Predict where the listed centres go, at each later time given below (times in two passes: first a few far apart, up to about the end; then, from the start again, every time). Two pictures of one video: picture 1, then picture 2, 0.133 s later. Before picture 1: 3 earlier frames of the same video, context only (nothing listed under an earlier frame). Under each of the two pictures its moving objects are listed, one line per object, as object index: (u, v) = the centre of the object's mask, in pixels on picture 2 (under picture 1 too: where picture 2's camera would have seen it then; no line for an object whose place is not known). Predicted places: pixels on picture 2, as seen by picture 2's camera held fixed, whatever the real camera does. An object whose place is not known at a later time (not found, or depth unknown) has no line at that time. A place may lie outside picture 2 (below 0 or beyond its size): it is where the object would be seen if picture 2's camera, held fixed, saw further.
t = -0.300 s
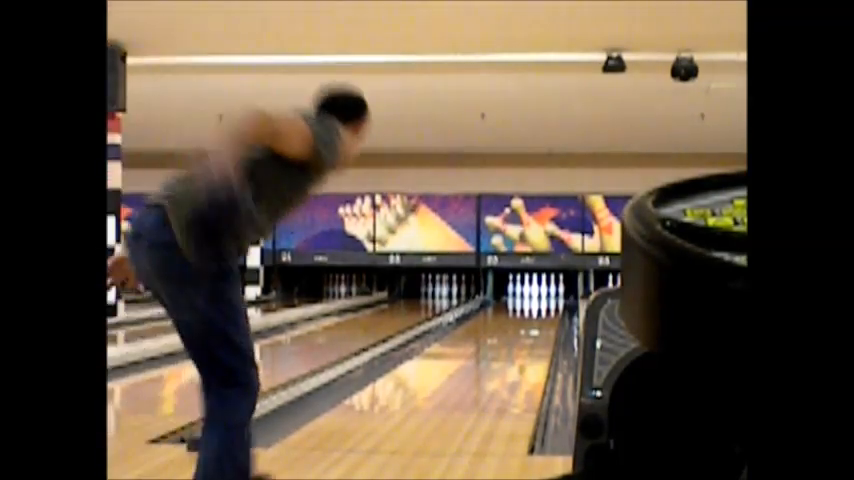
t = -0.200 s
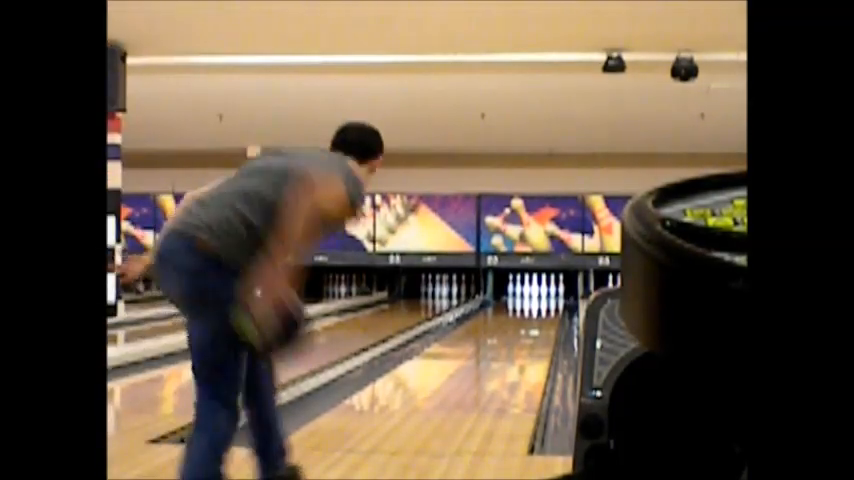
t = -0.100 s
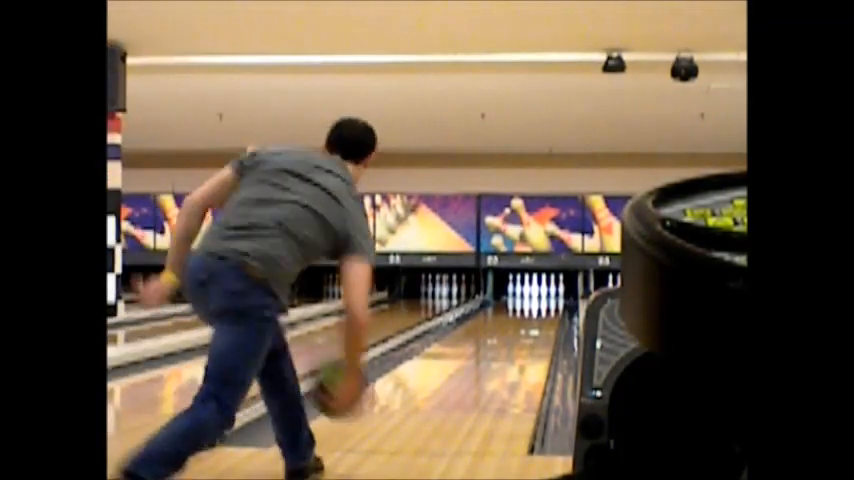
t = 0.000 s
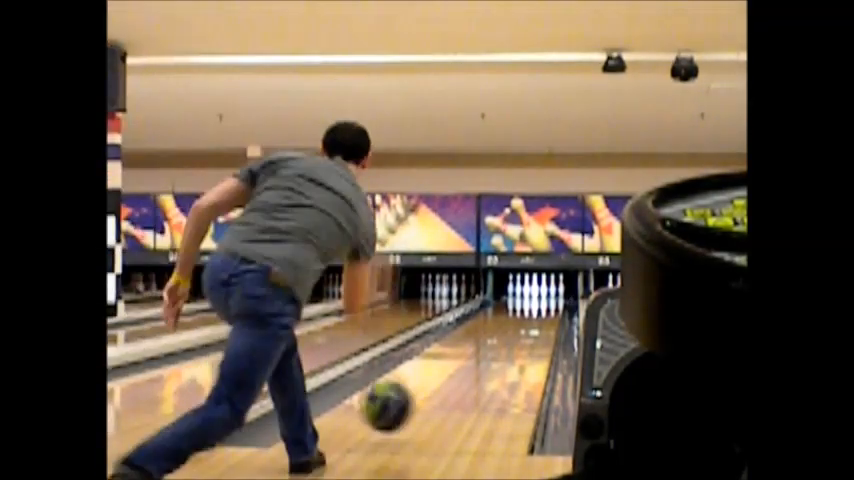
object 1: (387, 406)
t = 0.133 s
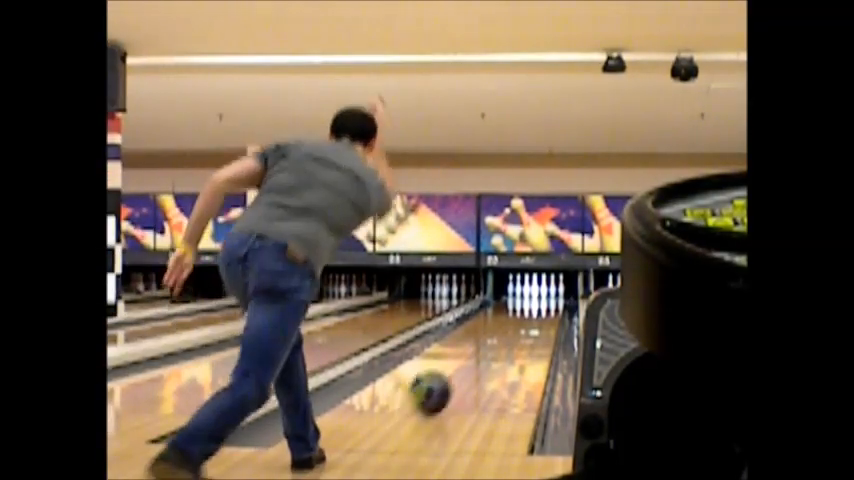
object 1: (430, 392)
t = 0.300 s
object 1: (466, 368)
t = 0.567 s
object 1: (502, 345)
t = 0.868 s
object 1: (526, 327)
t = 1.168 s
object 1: (541, 315)
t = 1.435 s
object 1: (548, 307)
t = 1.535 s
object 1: (549, 306)
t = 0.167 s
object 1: (438, 386)
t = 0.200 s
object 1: (447, 382)
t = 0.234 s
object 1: (454, 378)
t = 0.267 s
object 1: (461, 373)
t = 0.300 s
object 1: (466, 368)
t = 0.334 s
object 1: (473, 365)
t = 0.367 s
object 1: (478, 361)
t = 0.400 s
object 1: (483, 358)
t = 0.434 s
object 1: (487, 355)
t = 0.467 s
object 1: (491, 353)
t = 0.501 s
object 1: (495, 349)
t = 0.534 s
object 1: (499, 347)
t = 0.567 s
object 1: (502, 345)
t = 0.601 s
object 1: (506, 343)
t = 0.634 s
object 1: (509, 340)
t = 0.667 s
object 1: (512, 338)
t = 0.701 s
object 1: (515, 335)
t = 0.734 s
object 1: (517, 334)
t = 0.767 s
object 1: (519, 332)
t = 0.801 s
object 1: (522, 330)
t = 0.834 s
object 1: (524, 329)
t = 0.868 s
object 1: (526, 327)
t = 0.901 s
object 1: (528, 326)
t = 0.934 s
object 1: (530, 324)
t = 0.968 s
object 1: (532, 323)
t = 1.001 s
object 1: (533, 321)
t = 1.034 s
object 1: (535, 320)
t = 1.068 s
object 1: (537, 319)
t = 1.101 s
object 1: (539, 318)
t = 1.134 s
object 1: (540, 316)
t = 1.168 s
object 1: (541, 315)
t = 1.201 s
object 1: (541, 315)
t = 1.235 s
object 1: (542, 313)
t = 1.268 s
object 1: (544, 312)
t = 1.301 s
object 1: (545, 311)
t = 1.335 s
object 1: (546, 309)
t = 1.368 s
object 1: (548, 308)
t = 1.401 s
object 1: (547, 308)
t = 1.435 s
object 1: (548, 307)
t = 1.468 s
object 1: (548, 307)
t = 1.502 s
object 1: (548, 307)
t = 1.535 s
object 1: (549, 306)
